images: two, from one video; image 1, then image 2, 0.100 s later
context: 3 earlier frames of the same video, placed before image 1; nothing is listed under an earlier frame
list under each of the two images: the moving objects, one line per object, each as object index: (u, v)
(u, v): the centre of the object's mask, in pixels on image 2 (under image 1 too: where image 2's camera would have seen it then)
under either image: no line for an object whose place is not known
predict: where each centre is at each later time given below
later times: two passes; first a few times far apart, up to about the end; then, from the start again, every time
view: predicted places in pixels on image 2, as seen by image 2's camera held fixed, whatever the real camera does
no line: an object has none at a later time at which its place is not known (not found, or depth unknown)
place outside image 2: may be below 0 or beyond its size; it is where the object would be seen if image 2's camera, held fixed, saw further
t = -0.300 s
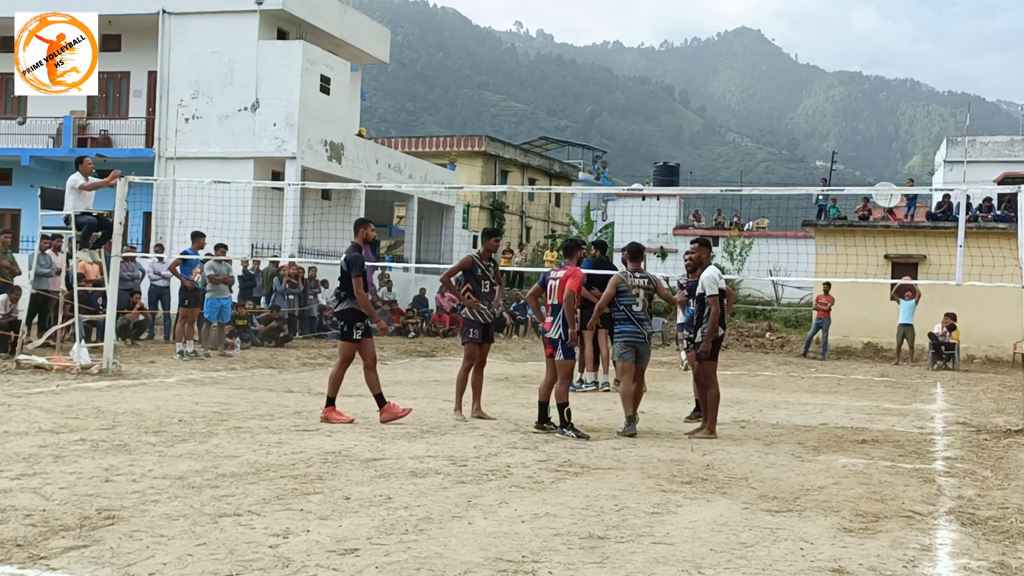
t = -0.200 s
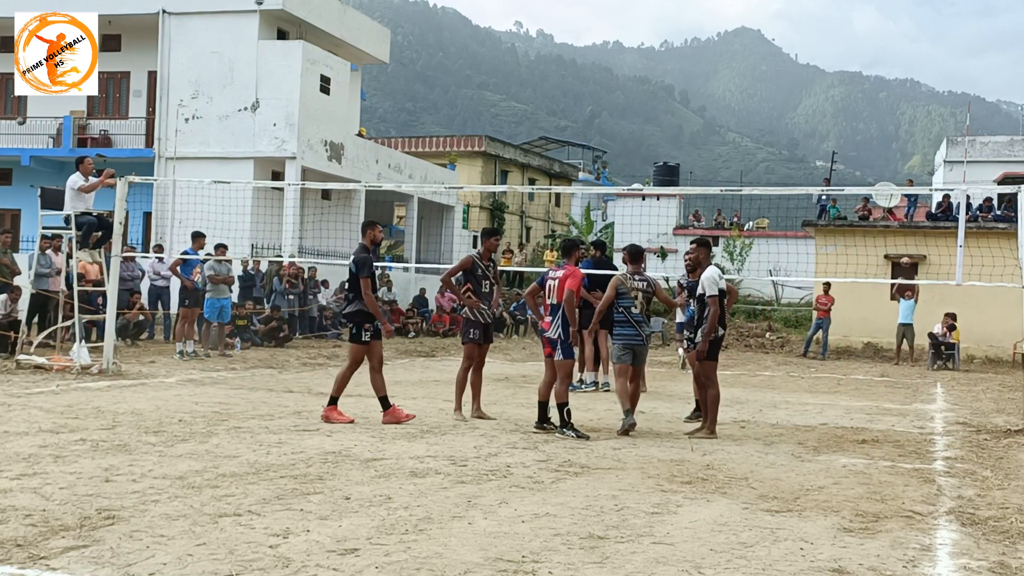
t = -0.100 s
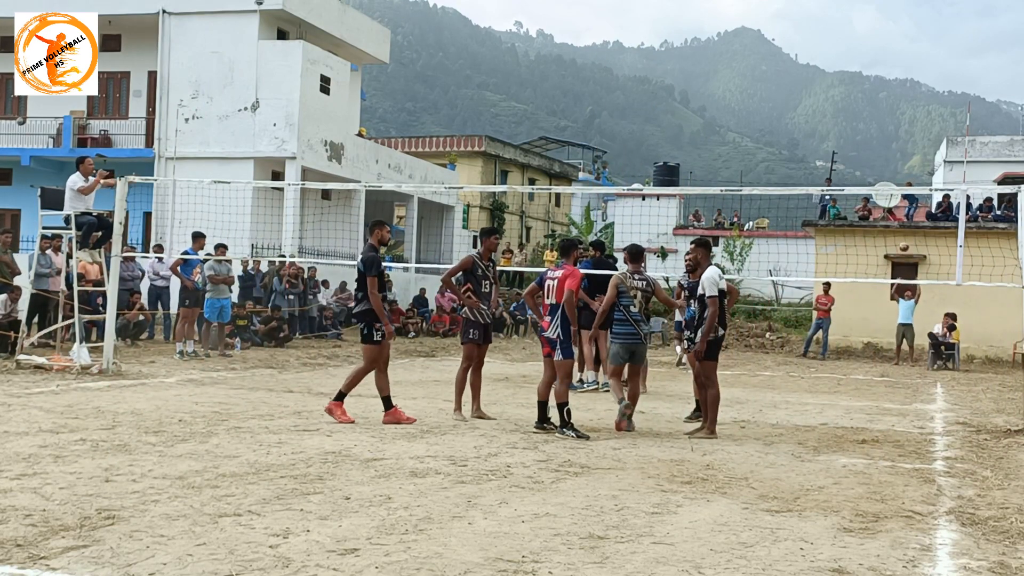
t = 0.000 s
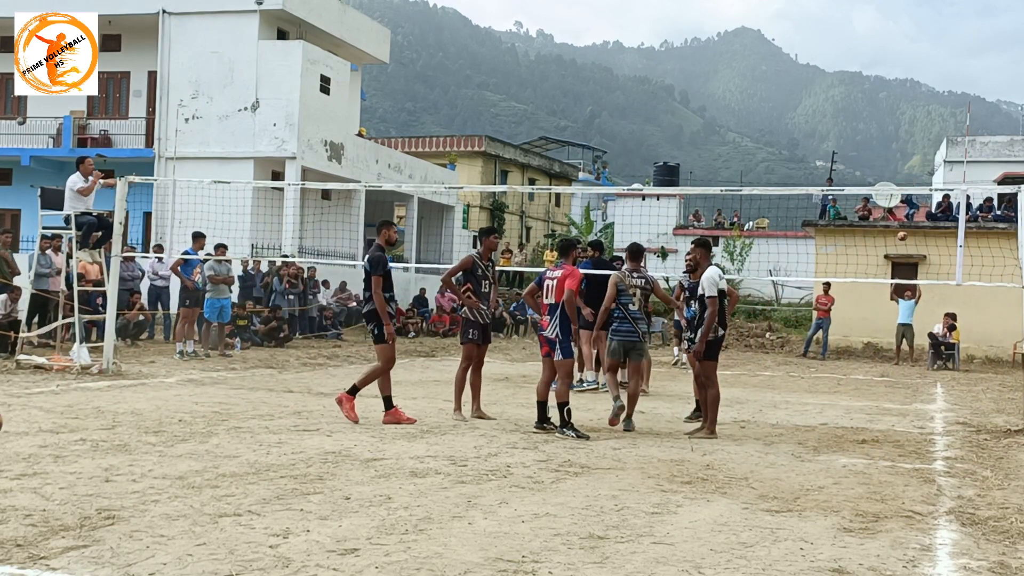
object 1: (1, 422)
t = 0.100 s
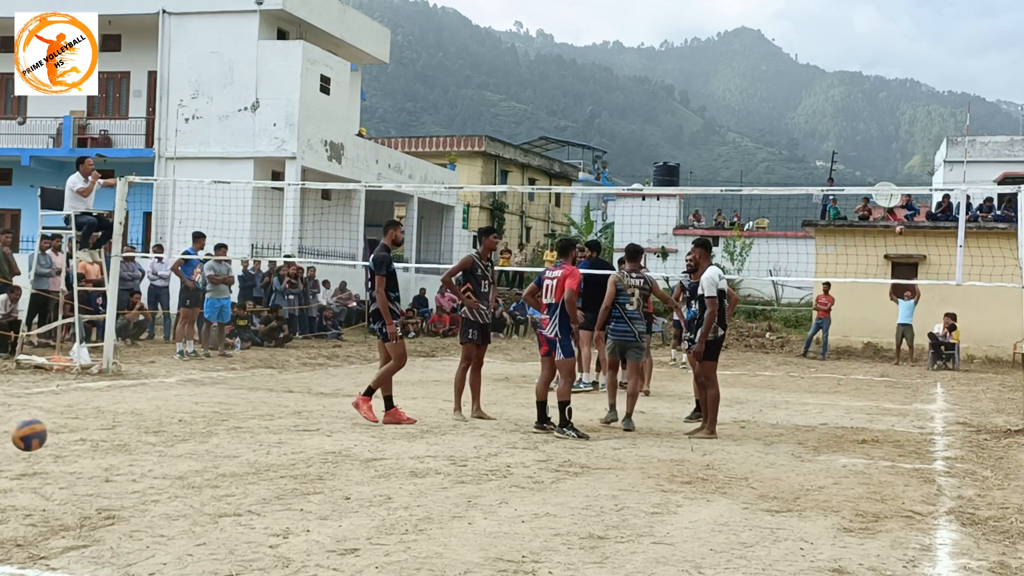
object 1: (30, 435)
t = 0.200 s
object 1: (74, 462)
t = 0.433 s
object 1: (176, 451)
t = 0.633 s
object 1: (261, 462)
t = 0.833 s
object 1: (345, 469)
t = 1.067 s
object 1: (439, 487)
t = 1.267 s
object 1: (527, 493)
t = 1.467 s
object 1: (613, 501)
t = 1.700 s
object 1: (717, 509)
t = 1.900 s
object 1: (803, 514)
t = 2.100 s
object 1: (890, 525)
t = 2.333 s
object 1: (991, 524)
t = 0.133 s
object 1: (45, 443)
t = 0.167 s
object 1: (59, 452)
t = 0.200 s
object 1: (74, 462)
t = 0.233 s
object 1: (89, 457)
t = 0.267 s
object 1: (103, 451)
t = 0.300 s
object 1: (118, 448)
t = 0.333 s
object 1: (133, 445)
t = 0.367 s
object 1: (147, 445)
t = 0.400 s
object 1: (161, 447)
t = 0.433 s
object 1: (176, 451)
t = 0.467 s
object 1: (190, 457)
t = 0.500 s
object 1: (204, 464)
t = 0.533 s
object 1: (220, 472)
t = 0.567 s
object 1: (233, 467)
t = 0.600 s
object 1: (248, 464)
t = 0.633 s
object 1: (261, 462)
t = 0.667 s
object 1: (276, 463)
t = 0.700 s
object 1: (290, 465)
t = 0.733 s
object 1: (304, 469)
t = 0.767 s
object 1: (318, 475)
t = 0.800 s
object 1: (331, 474)
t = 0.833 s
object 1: (345, 469)
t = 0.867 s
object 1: (359, 467)
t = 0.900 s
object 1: (372, 465)
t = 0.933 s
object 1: (386, 466)
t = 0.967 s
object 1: (399, 468)
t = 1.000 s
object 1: (412, 473)
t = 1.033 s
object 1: (426, 479)
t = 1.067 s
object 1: (439, 487)
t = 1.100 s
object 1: (454, 484)
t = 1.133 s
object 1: (468, 482)
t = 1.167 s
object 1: (483, 482)
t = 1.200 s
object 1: (498, 484)
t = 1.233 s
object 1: (512, 488)
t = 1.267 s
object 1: (527, 493)
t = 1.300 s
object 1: (542, 492)
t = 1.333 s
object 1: (556, 490)
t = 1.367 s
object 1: (570, 490)
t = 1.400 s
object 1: (584, 492)
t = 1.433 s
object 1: (599, 495)
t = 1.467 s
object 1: (613, 501)
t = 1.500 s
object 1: (628, 504)
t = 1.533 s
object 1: (644, 505)
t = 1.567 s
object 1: (659, 507)
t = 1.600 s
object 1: (673, 508)
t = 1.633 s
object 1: (688, 506)
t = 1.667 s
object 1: (703, 507)
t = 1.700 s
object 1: (717, 509)
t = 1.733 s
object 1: (732, 514)
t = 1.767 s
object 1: (746, 511)
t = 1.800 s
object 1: (760, 508)
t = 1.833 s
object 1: (774, 508)
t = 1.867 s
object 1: (789, 510)
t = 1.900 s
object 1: (803, 514)
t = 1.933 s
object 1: (816, 521)
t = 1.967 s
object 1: (831, 518)
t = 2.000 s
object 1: (845, 517)
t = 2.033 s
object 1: (860, 516)
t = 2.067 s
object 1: (875, 519)
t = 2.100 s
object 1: (890, 525)
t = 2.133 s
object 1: (905, 527)
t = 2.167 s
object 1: (921, 529)
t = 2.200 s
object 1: (936, 532)
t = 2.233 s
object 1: (949, 527)
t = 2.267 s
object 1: (962, 524)
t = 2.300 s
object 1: (976, 523)
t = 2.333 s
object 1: (991, 524)
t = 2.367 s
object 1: (1004, 527)
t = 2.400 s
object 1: (1011, 533)
